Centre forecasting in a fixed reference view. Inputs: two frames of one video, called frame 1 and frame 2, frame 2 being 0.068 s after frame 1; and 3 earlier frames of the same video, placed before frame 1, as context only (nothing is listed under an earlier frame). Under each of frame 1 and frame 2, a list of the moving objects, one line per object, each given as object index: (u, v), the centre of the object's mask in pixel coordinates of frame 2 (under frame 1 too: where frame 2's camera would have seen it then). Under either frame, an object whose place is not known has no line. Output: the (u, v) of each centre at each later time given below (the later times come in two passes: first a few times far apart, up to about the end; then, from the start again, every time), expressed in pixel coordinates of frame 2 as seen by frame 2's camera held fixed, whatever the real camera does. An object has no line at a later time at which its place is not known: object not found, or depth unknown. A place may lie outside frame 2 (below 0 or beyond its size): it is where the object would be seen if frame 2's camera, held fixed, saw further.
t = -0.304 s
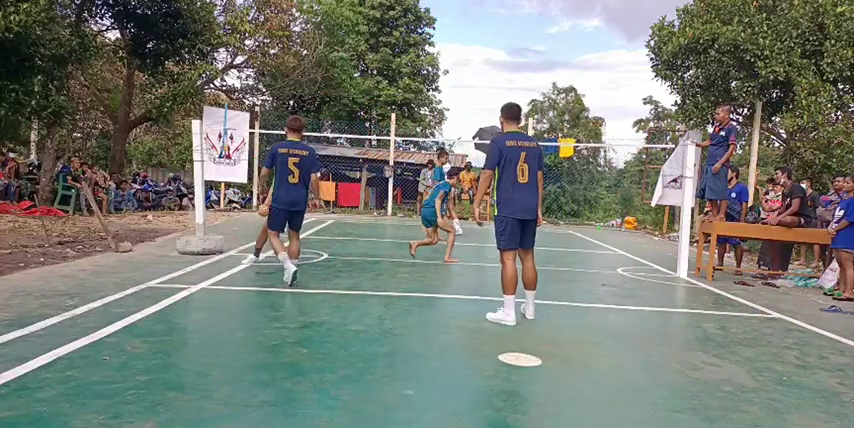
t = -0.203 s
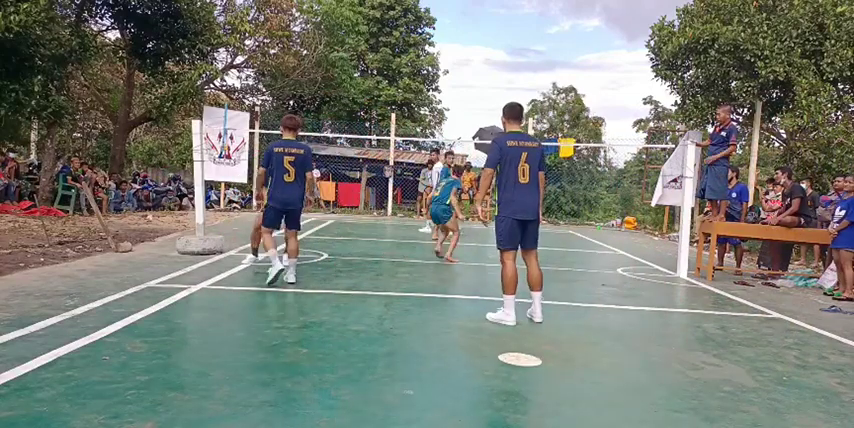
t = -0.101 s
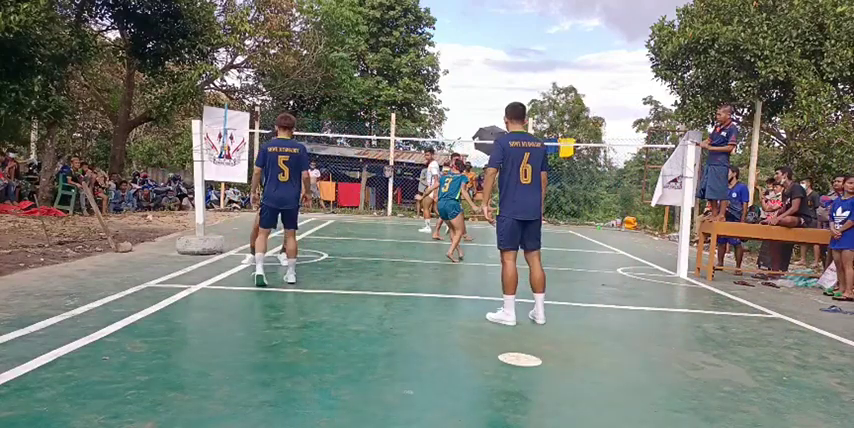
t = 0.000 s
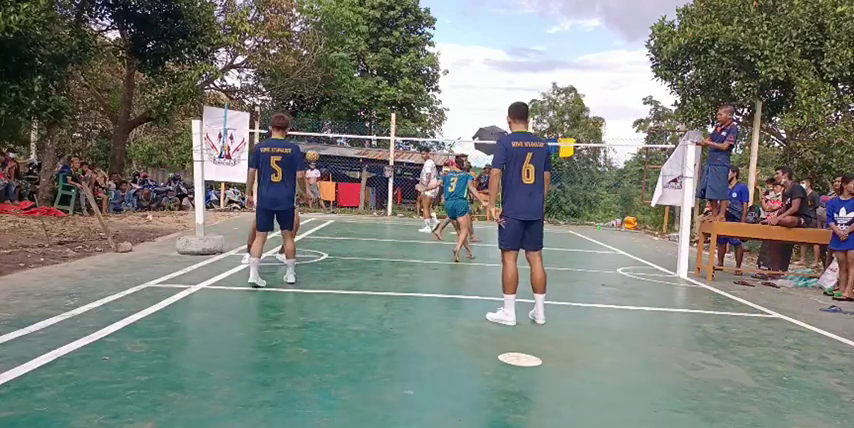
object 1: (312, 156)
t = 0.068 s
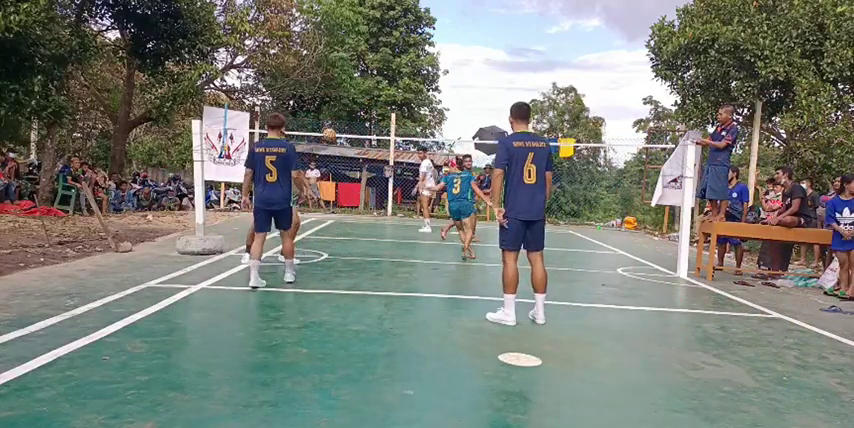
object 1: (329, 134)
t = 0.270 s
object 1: (385, 89)
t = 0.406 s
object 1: (429, 80)
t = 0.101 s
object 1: (338, 124)
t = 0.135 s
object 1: (347, 116)
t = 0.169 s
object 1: (356, 108)
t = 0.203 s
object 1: (366, 101)
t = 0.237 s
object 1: (376, 94)
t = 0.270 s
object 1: (385, 89)
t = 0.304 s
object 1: (396, 85)
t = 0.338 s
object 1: (406, 82)
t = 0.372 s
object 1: (417, 81)
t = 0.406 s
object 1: (429, 80)
